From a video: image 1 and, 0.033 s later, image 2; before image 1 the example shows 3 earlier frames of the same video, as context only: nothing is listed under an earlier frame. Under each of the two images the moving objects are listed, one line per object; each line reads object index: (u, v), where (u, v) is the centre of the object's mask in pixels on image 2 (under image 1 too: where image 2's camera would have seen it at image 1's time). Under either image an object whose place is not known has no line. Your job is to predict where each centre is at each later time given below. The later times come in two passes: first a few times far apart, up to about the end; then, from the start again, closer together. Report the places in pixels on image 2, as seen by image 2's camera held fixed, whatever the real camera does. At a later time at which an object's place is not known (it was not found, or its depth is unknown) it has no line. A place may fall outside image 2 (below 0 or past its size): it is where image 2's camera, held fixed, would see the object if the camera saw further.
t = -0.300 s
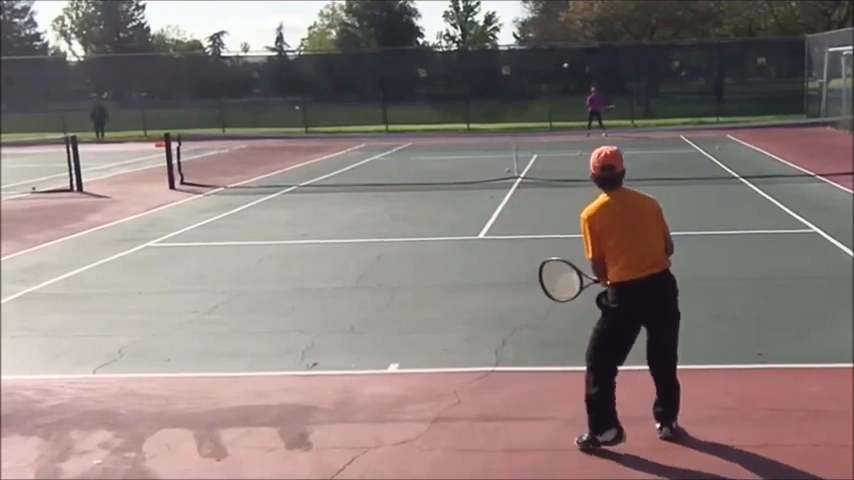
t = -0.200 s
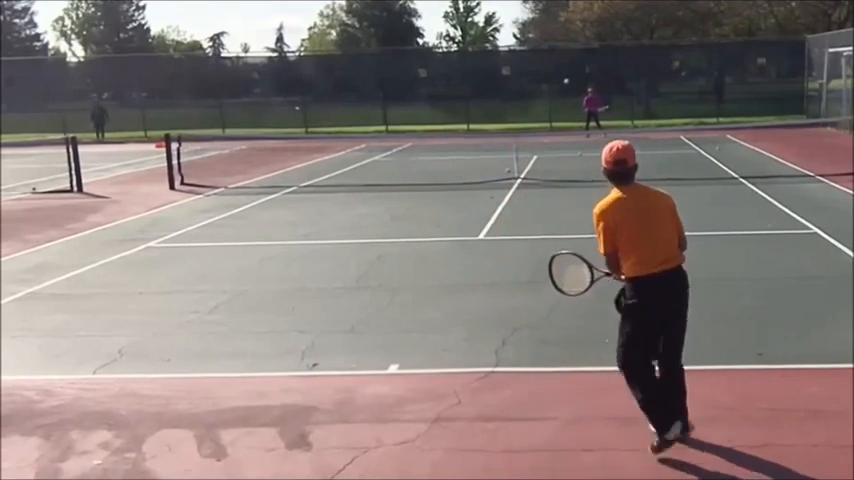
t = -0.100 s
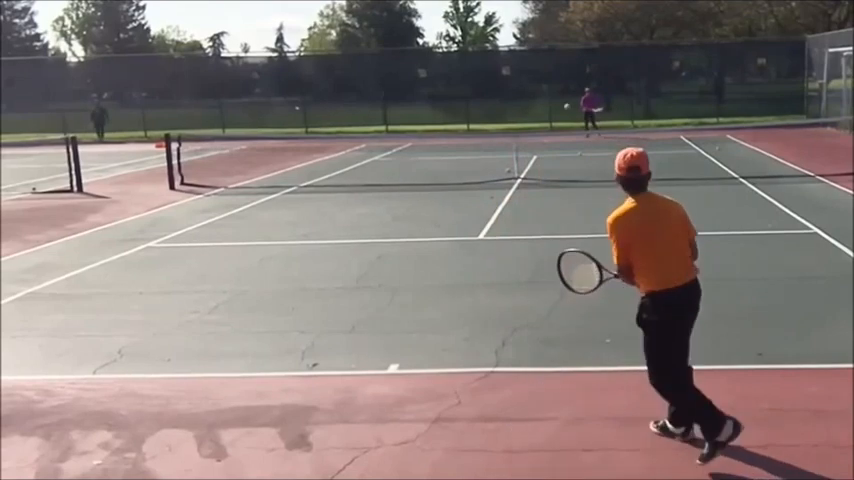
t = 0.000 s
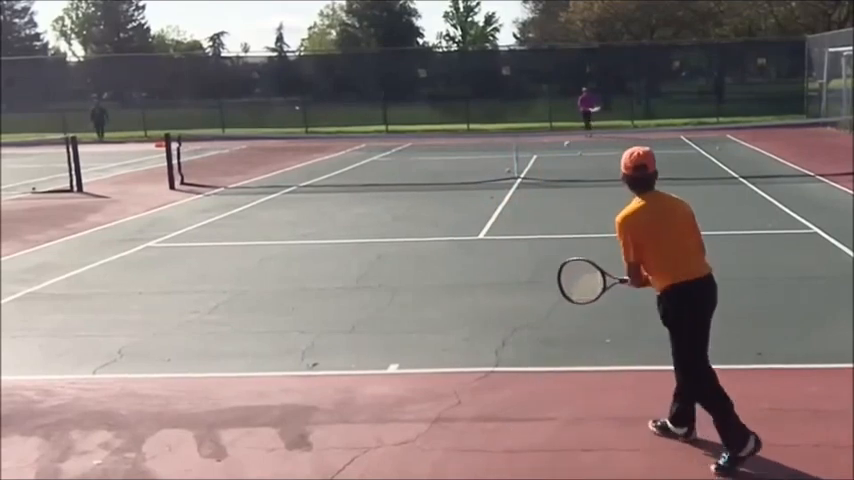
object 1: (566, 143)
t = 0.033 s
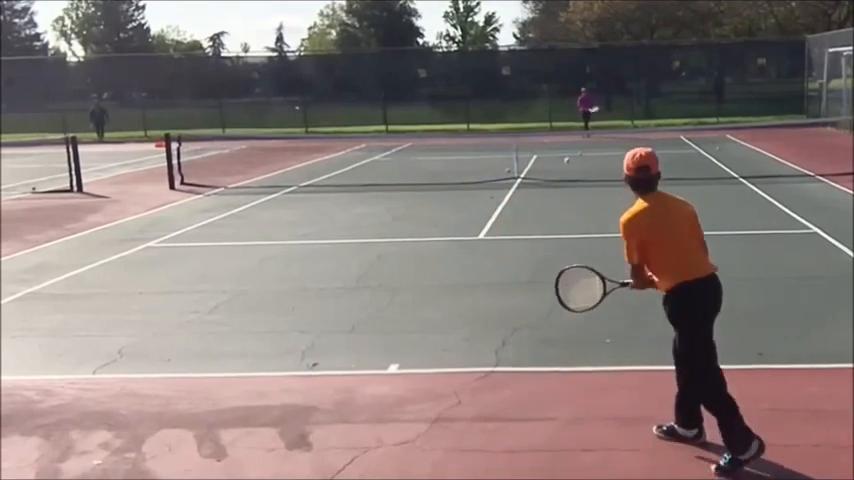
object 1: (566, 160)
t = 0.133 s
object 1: (567, 223)
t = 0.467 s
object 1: (560, 233)
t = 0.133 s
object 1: (567, 223)
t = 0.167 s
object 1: (567, 250)
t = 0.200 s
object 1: (569, 280)
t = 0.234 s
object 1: (567, 272)
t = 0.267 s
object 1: (566, 263)
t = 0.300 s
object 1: (565, 255)
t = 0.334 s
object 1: (564, 248)
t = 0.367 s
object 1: (563, 243)
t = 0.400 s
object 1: (562, 238)
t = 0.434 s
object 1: (561, 235)
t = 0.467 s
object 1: (560, 233)
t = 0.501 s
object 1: (558, 232)
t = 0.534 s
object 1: (557, 233)
